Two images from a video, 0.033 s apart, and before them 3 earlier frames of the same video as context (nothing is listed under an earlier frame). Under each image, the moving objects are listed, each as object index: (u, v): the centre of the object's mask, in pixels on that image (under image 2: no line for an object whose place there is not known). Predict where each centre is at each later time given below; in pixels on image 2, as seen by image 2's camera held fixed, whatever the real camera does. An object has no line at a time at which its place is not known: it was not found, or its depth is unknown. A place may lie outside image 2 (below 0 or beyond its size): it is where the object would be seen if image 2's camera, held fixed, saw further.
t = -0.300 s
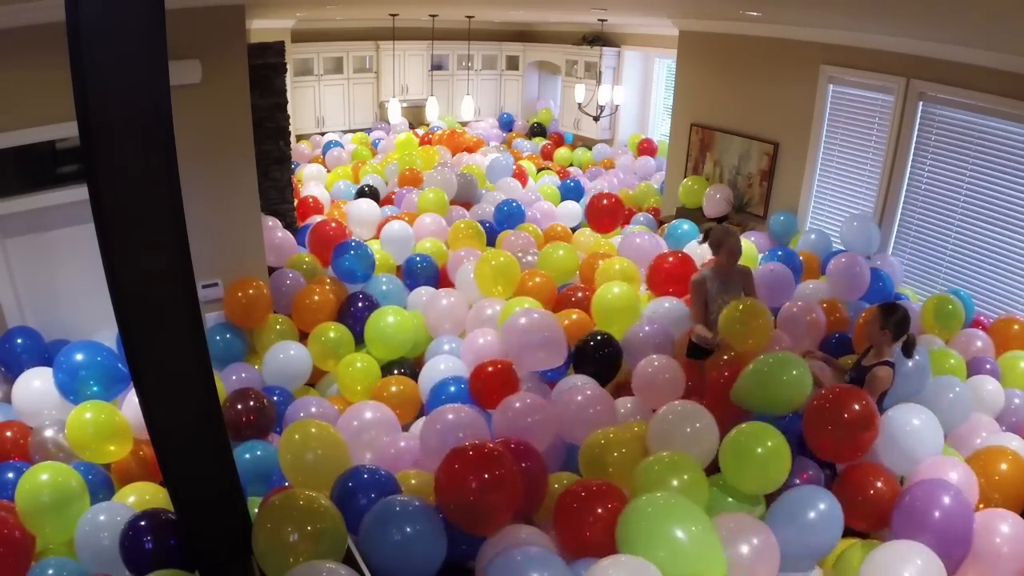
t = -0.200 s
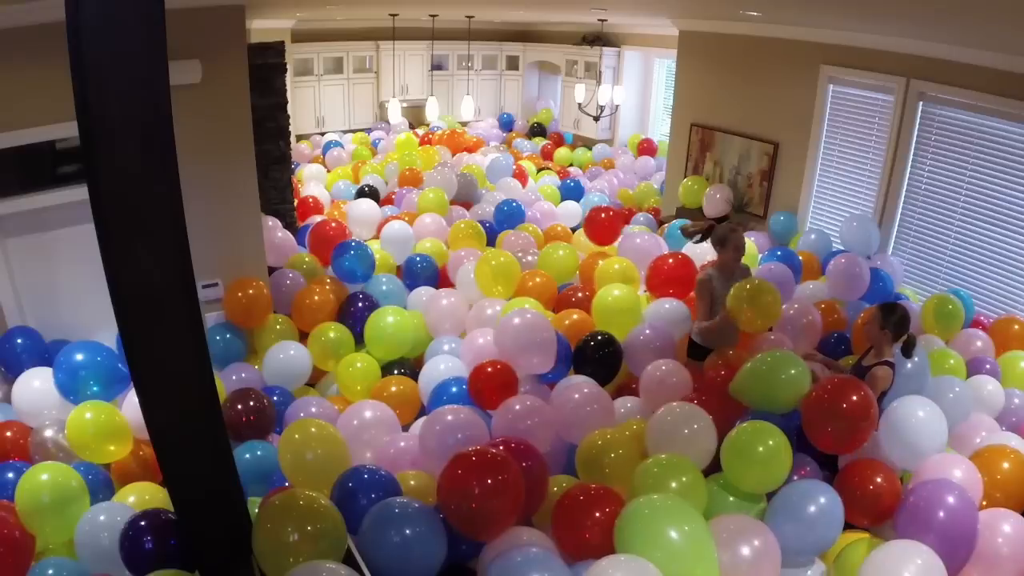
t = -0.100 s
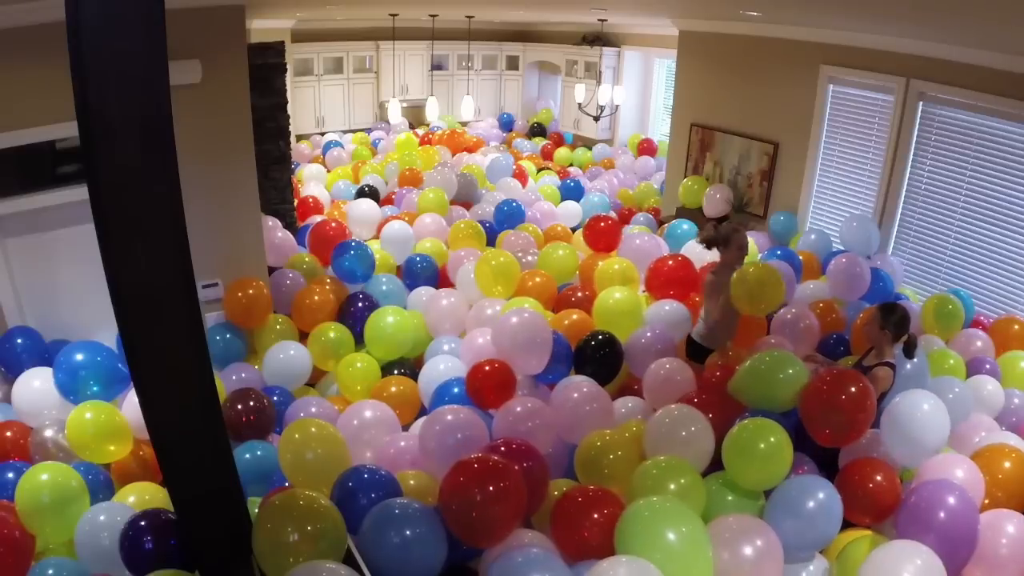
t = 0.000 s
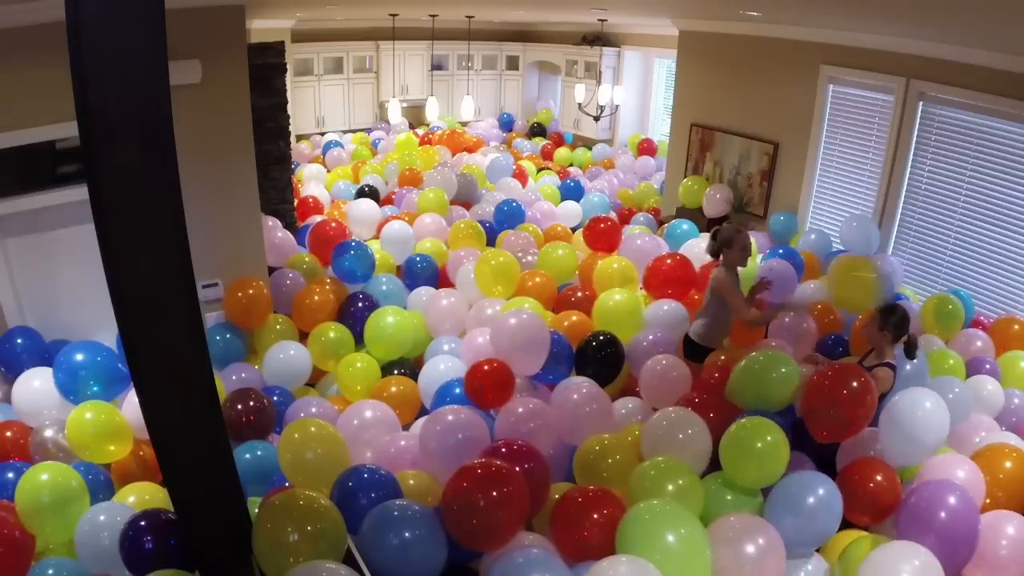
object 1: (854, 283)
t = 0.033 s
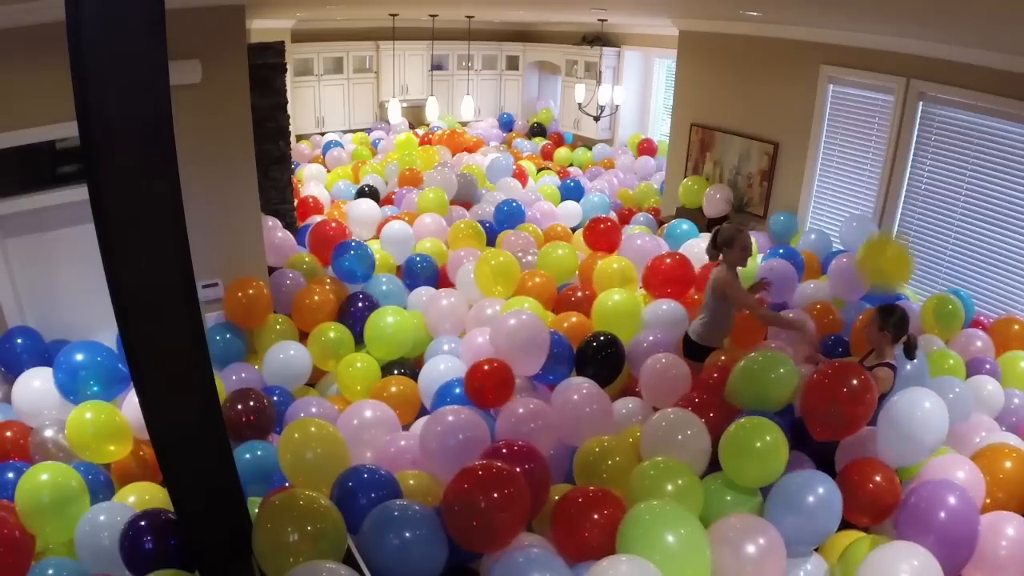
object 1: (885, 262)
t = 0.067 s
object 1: (906, 225)
